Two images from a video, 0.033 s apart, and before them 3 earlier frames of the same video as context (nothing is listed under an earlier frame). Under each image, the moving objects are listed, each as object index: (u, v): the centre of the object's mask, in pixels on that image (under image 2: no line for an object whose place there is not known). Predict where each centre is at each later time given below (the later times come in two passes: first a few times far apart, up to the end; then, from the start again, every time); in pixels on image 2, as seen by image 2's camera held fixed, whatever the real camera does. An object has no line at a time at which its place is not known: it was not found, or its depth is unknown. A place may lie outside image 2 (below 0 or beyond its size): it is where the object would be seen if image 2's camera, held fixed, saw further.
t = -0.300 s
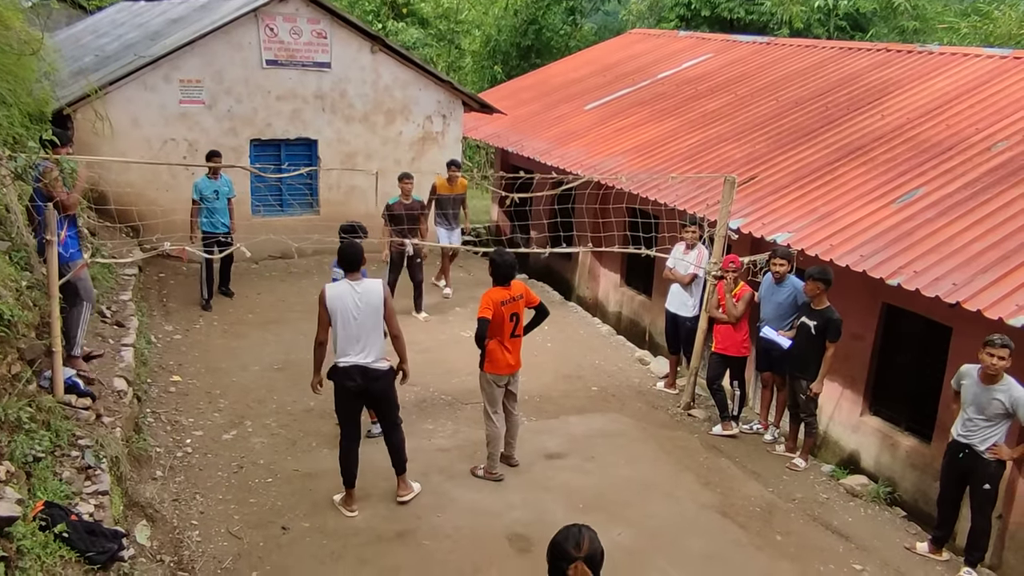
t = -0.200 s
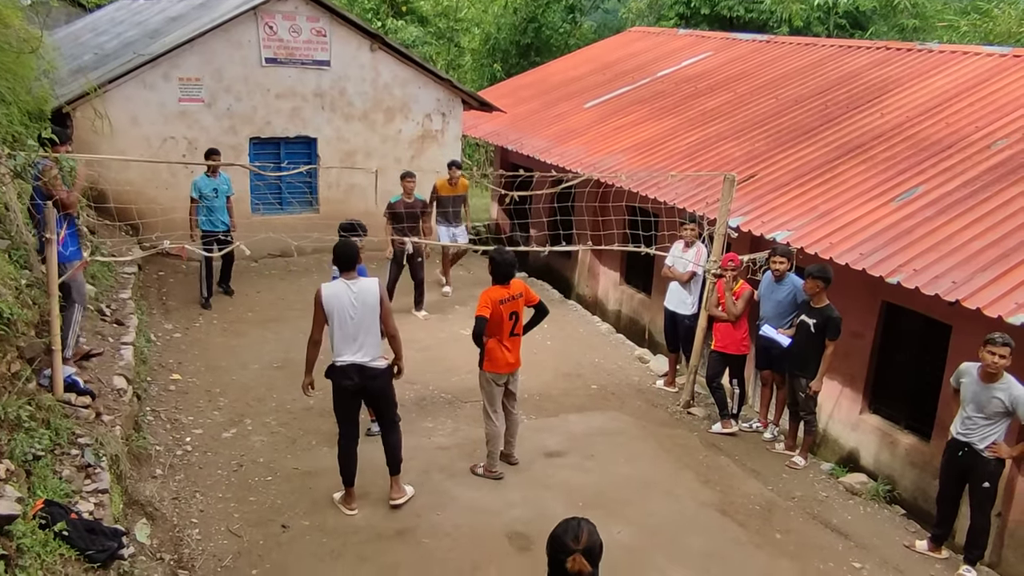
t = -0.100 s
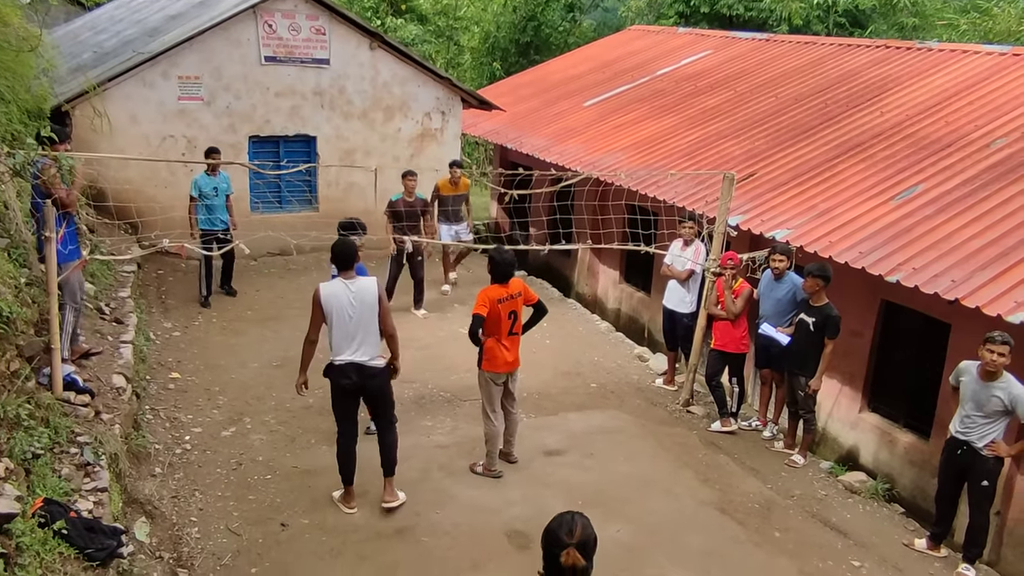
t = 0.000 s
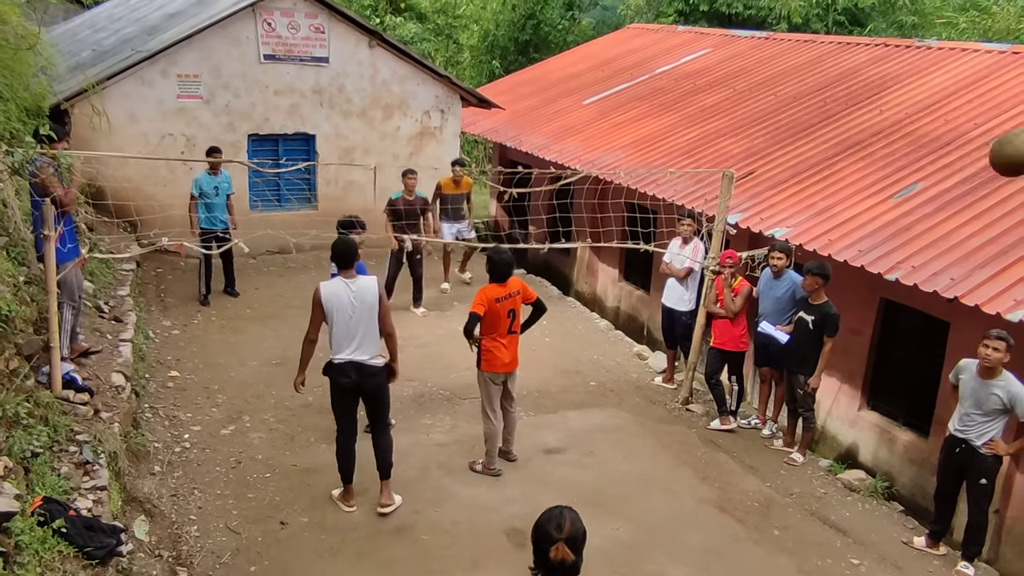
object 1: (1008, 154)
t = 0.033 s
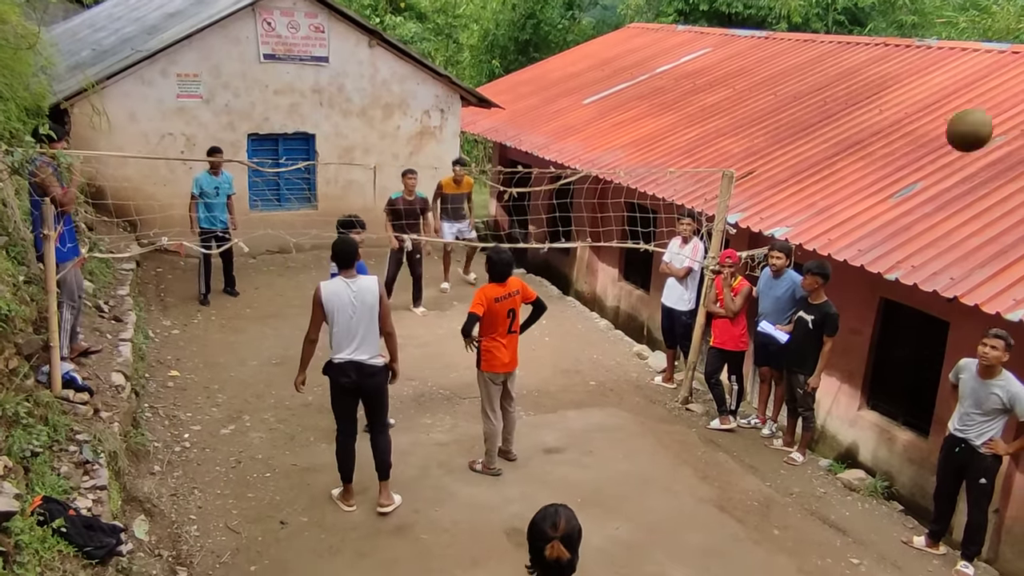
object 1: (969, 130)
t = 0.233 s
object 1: (763, 65)
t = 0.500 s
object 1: (594, 97)
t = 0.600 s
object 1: (551, 128)
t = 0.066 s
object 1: (928, 111)
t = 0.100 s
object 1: (890, 95)
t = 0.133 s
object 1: (855, 84)
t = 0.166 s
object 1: (822, 75)
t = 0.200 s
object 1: (791, 68)
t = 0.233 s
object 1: (763, 65)
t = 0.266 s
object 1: (737, 64)
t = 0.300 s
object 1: (712, 65)
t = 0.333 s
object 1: (689, 67)
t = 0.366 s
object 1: (668, 69)
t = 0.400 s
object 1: (647, 74)
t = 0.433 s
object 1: (628, 81)
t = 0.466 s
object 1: (610, 88)
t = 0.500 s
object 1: (594, 97)
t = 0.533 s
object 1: (579, 106)
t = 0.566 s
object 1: (564, 117)
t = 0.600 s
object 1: (551, 128)
